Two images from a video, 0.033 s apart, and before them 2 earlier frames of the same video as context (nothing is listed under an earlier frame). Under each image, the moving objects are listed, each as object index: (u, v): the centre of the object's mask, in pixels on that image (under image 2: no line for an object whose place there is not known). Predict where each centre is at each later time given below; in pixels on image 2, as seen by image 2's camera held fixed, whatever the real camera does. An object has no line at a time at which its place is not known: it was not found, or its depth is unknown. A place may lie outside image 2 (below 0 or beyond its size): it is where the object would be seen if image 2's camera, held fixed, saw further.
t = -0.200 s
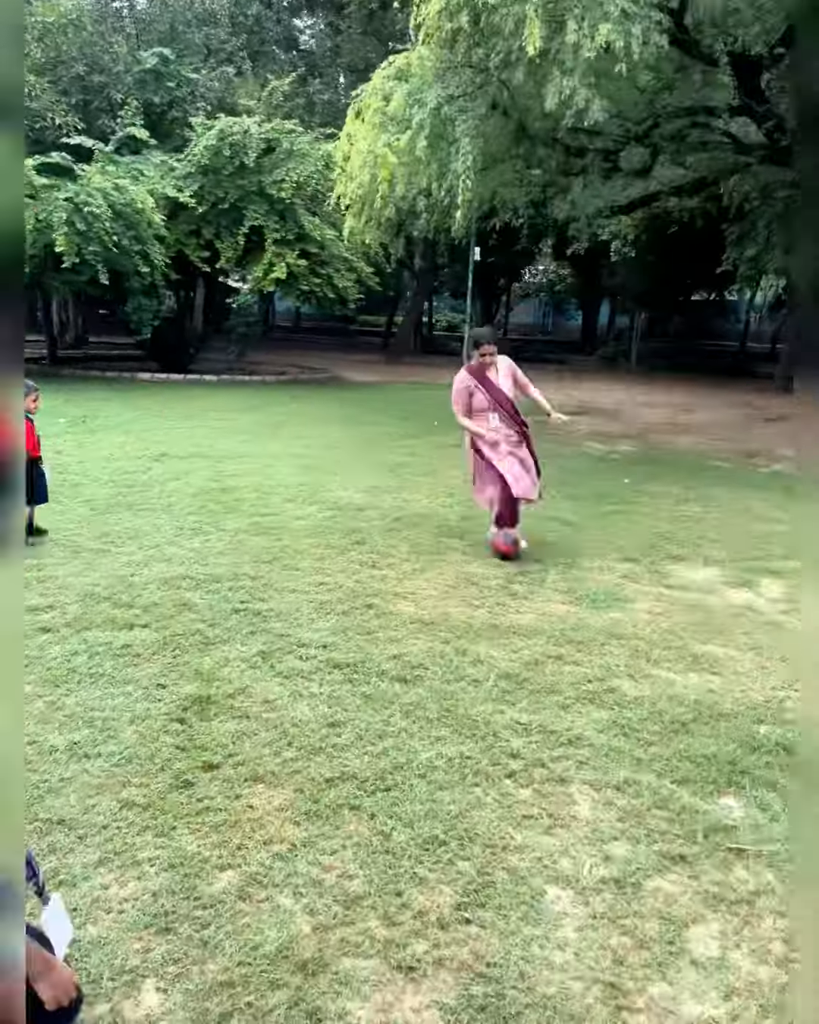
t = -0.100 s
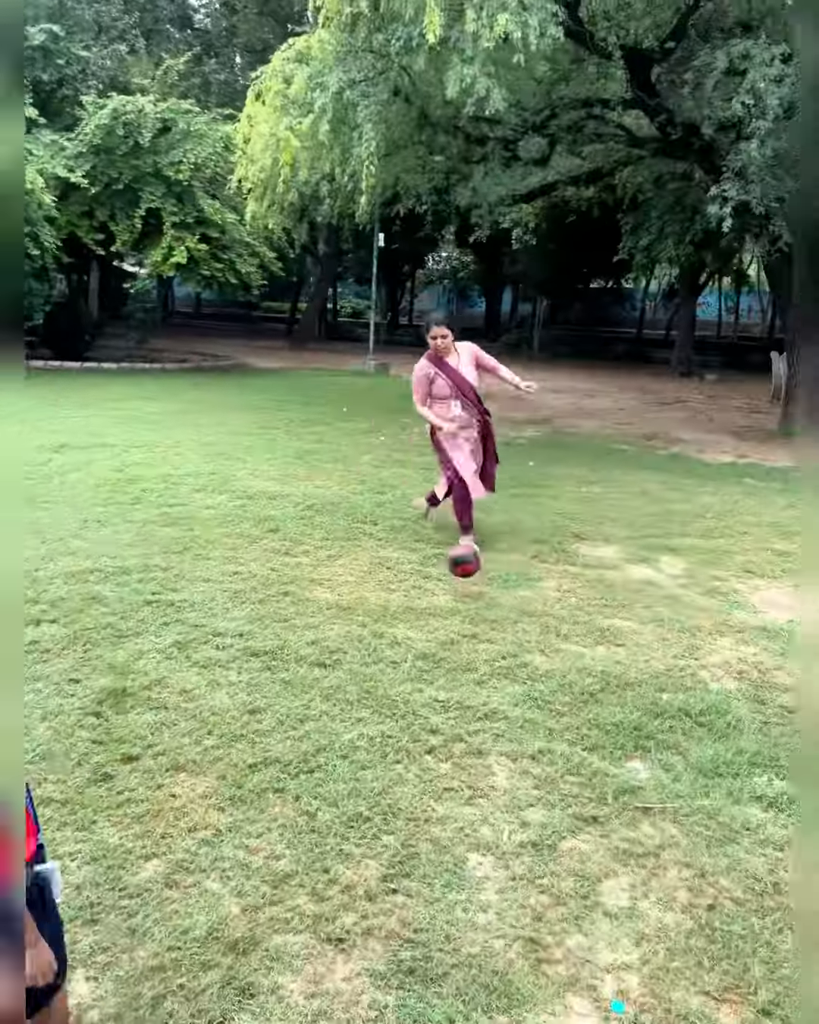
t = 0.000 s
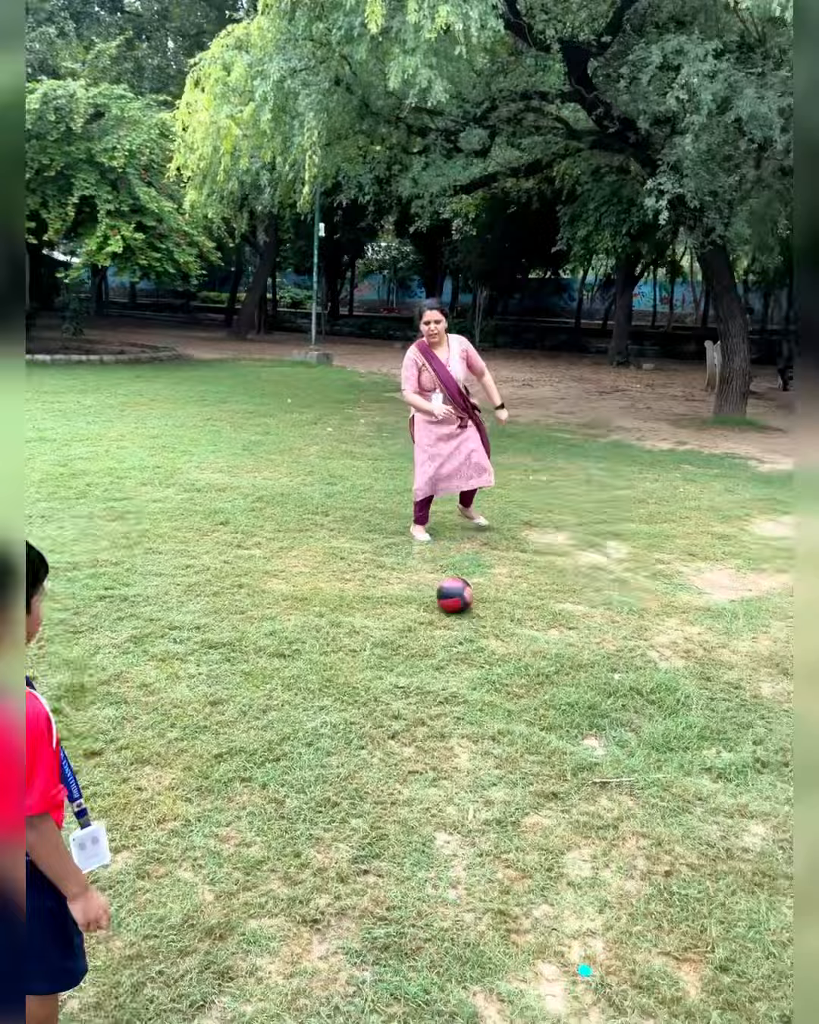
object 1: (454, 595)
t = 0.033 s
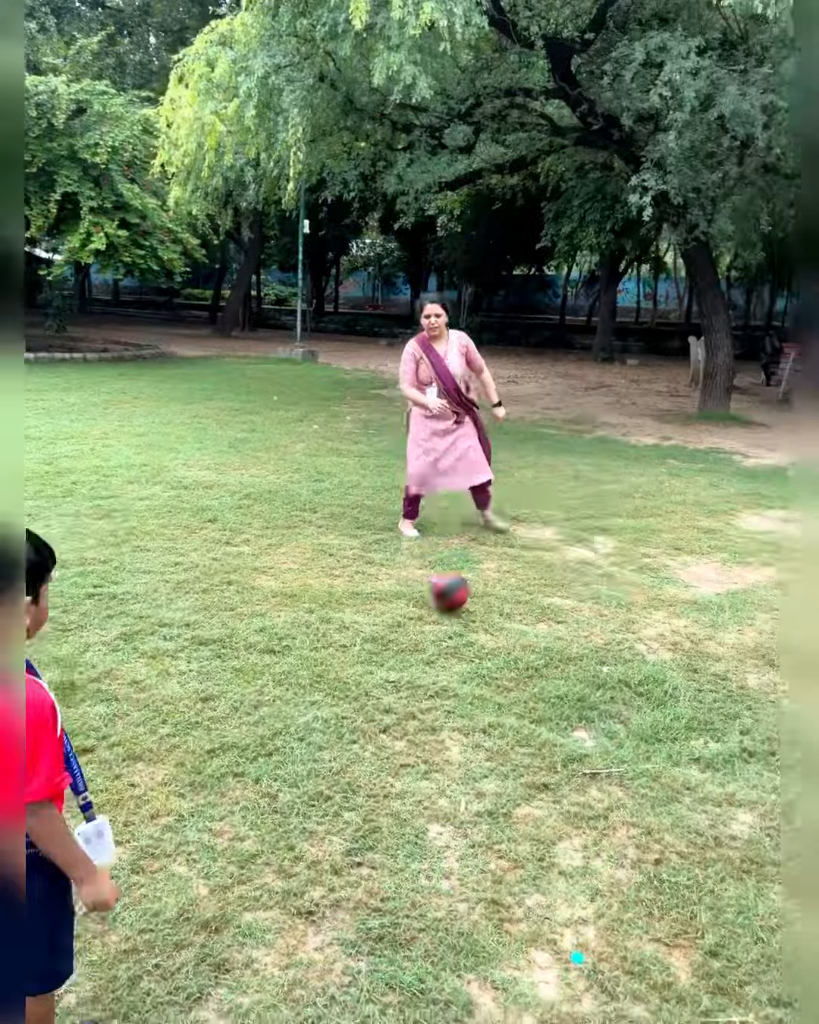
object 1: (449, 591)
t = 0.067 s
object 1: (461, 606)
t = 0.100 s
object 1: (468, 613)
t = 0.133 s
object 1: (476, 621)
